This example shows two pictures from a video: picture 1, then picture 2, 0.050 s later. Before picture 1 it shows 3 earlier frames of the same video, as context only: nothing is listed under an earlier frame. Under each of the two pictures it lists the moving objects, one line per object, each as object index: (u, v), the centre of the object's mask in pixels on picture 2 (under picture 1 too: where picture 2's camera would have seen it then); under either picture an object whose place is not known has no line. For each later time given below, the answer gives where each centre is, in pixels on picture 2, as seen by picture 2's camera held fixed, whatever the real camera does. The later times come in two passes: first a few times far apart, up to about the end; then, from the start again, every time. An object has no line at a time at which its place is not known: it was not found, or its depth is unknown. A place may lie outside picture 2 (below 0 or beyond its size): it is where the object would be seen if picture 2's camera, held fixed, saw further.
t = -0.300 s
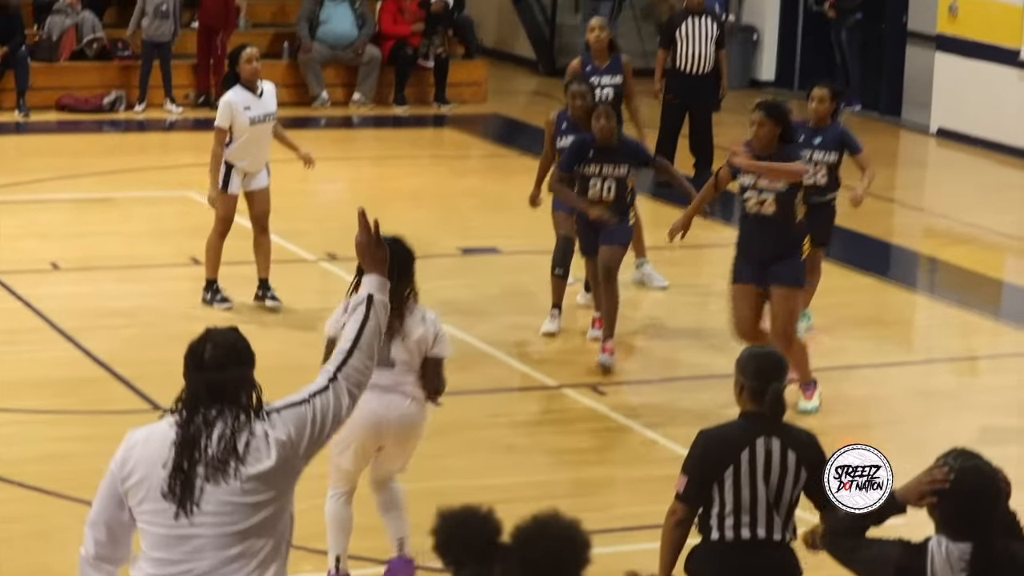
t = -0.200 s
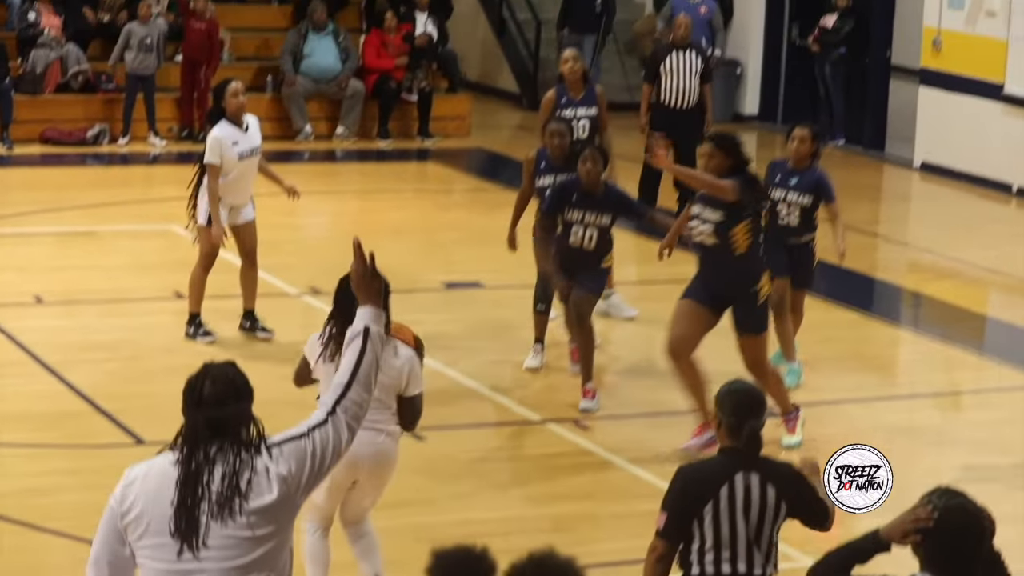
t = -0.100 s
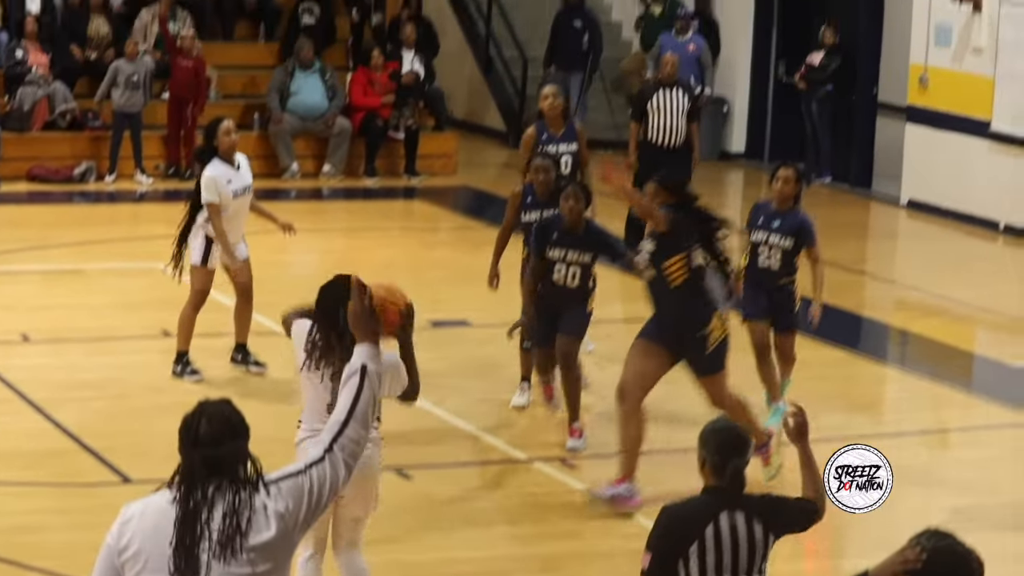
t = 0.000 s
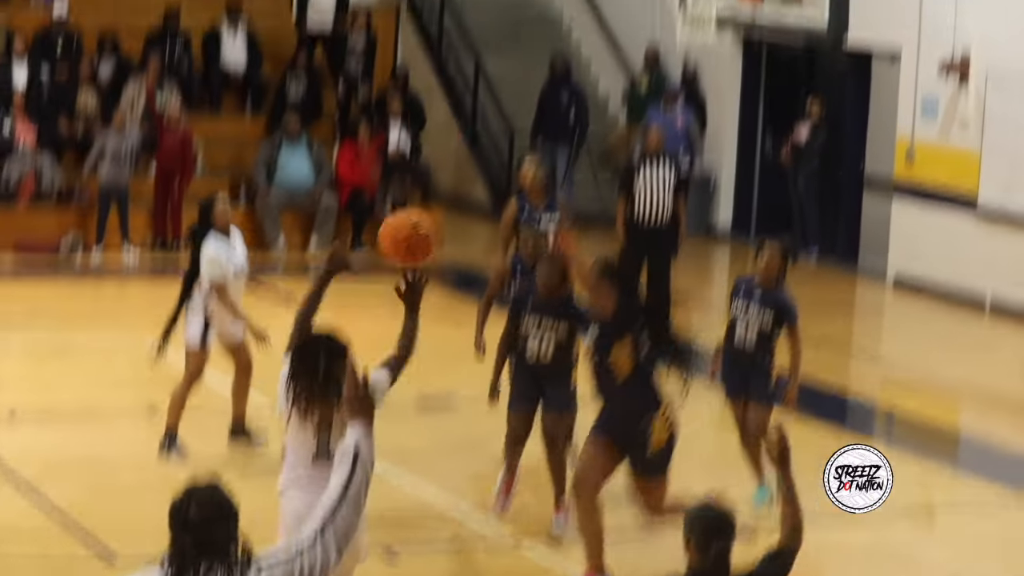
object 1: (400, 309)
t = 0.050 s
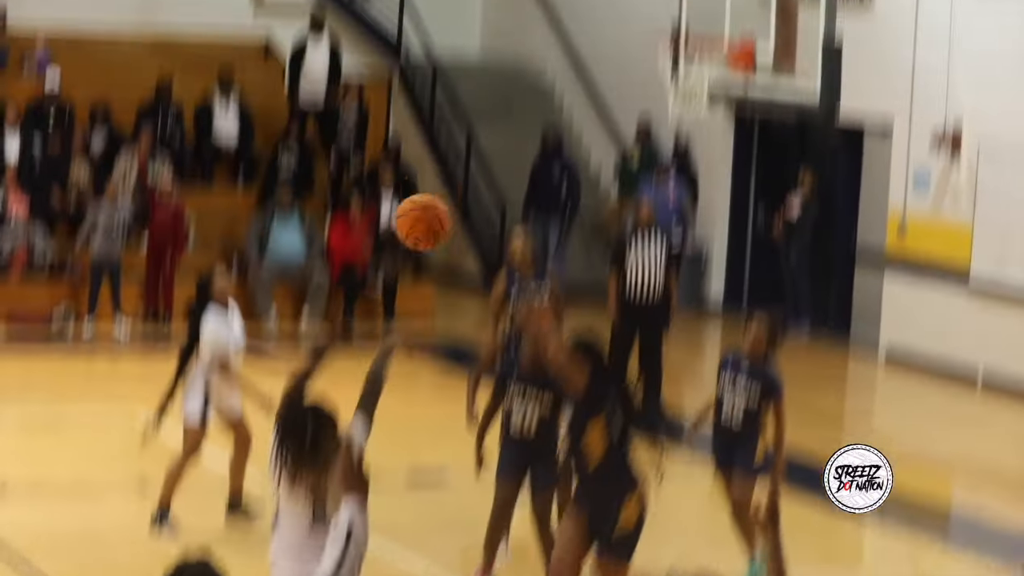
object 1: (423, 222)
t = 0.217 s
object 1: (493, -15)
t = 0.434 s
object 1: (564, -194)
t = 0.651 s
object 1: (623, -261)
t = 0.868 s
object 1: (669, -229)
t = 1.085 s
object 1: (703, -117)
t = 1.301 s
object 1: (720, 28)
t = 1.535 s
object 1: (643, -73)
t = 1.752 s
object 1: (574, -82)
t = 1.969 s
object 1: (506, -25)
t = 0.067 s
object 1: (429, 194)
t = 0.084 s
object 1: (437, 167)
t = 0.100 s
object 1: (444, 141)
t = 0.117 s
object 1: (452, 116)
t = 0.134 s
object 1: (459, 92)
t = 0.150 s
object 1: (465, 69)
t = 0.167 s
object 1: (473, 47)
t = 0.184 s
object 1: (480, 25)
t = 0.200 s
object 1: (487, 4)
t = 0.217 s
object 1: (493, -15)
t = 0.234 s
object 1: (499, -33)
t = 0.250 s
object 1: (506, -50)
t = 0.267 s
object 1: (511, -67)
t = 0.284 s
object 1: (517, -83)
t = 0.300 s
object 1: (523, -97)
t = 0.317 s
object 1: (528, -112)
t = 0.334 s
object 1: (534, -126)
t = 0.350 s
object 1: (539, -139)
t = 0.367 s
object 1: (545, -151)
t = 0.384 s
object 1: (549, -163)
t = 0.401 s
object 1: (555, -173)
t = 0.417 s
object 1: (559, -184)
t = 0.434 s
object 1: (564, -194)
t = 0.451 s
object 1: (569, -202)
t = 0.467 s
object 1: (574, -211)
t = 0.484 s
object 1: (578, -219)
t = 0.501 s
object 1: (583, -227)
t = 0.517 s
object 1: (588, -232)
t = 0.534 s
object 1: (592, -239)
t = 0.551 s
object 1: (597, -244)
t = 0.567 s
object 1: (601, -248)
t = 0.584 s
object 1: (606, -252)
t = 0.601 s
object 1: (610, -255)
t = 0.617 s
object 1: (614, -258)
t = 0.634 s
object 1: (619, -260)
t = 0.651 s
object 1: (623, -261)
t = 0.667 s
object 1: (627, -262)
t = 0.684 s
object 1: (631, -262)
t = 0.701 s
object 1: (635, -262)
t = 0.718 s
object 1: (639, -261)
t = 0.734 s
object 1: (642, -259)
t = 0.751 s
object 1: (646, -257)
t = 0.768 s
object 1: (649, -255)
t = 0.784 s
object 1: (653, -252)
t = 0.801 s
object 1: (656, -248)
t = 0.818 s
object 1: (660, -244)
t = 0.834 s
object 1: (663, -239)
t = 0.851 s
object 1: (666, -234)
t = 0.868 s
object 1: (669, -229)
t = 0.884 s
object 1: (672, -222)
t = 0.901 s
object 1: (676, -216)
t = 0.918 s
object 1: (679, -208)
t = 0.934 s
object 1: (682, -201)
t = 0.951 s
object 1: (685, -192)
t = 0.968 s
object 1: (688, -185)
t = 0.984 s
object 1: (690, -176)
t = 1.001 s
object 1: (693, -167)
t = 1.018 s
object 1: (695, -158)
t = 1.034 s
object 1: (697, -148)
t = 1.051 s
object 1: (699, -137)
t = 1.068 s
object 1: (701, -127)
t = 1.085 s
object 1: (703, -117)
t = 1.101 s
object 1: (704, -107)
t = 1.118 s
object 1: (707, -93)
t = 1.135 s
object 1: (709, -82)
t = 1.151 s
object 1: (711, -68)
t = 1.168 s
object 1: (714, -56)
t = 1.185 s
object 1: (716, -43)
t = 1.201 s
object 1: (718, -30)
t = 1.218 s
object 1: (719, -16)
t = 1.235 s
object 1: (721, -2)
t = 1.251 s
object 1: (722, 12)
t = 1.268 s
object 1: (724, 25)
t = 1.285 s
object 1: (724, 36)
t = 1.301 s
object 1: (720, 28)
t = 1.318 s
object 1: (715, 18)
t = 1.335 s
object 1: (709, 8)
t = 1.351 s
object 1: (704, -1)
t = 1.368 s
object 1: (699, -9)
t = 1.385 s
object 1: (694, -18)
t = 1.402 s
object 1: (688, -25)
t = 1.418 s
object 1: (683, -33)
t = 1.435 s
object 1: (677, -39)
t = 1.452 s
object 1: (672, -46)
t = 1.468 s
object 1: (666, -53)
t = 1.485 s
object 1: (661, -59)
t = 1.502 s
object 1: (655, -64)
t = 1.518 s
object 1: (649, -69)
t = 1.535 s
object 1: (643, -73)
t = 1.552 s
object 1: (638, -76)
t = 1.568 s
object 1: (632, -79)
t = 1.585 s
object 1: (628, -82)
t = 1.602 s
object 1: (623, -84)
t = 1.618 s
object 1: (617, -85)
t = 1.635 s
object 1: (612, -87)
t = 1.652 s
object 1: (606, -87)
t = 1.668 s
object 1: (601, -87)
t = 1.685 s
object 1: (595, -88)
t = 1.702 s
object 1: (590, -87)
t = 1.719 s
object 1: (584, -86)
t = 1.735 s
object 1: (579, -84)
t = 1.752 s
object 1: (574, -82)
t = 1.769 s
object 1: (568, -80)
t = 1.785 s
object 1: (564, -78)
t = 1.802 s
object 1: (558, -74)
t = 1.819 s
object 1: (553, -71)
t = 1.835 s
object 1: (548, -68)
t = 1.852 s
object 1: (542, -64)
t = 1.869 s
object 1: (537, -59)
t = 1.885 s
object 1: (532, -55)
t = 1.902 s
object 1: (528, -50)
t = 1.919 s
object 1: (522, -43)
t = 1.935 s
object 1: (517, -38)
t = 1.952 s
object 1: (512, -32)
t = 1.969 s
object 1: (506, -25)
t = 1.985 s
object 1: (502, -17)
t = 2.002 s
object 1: (497, -10)
